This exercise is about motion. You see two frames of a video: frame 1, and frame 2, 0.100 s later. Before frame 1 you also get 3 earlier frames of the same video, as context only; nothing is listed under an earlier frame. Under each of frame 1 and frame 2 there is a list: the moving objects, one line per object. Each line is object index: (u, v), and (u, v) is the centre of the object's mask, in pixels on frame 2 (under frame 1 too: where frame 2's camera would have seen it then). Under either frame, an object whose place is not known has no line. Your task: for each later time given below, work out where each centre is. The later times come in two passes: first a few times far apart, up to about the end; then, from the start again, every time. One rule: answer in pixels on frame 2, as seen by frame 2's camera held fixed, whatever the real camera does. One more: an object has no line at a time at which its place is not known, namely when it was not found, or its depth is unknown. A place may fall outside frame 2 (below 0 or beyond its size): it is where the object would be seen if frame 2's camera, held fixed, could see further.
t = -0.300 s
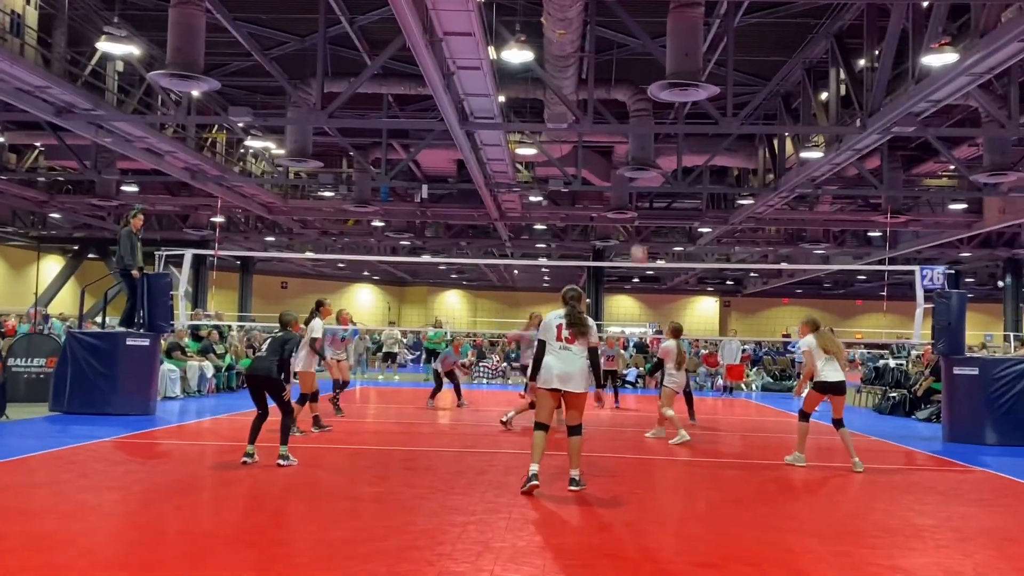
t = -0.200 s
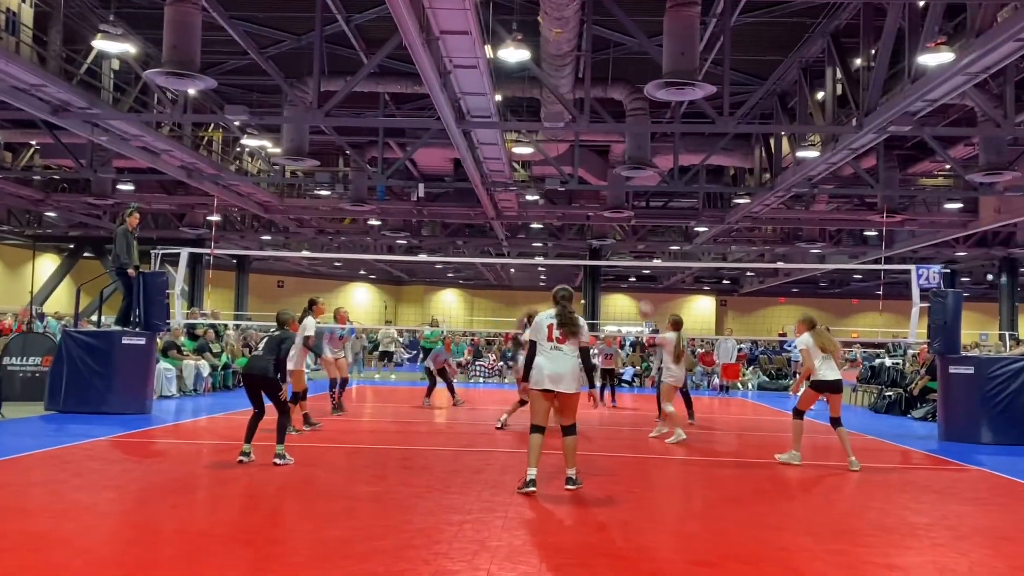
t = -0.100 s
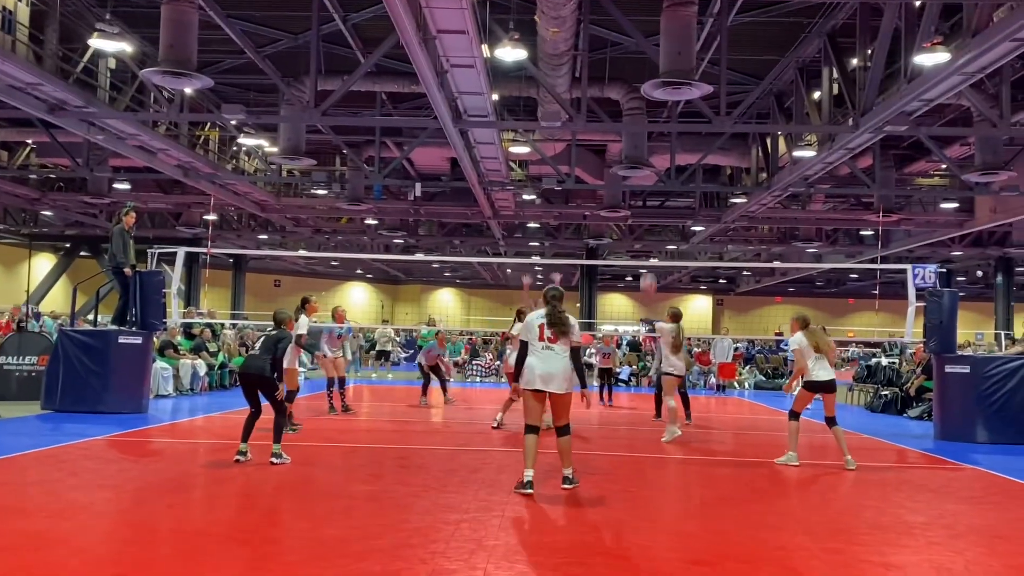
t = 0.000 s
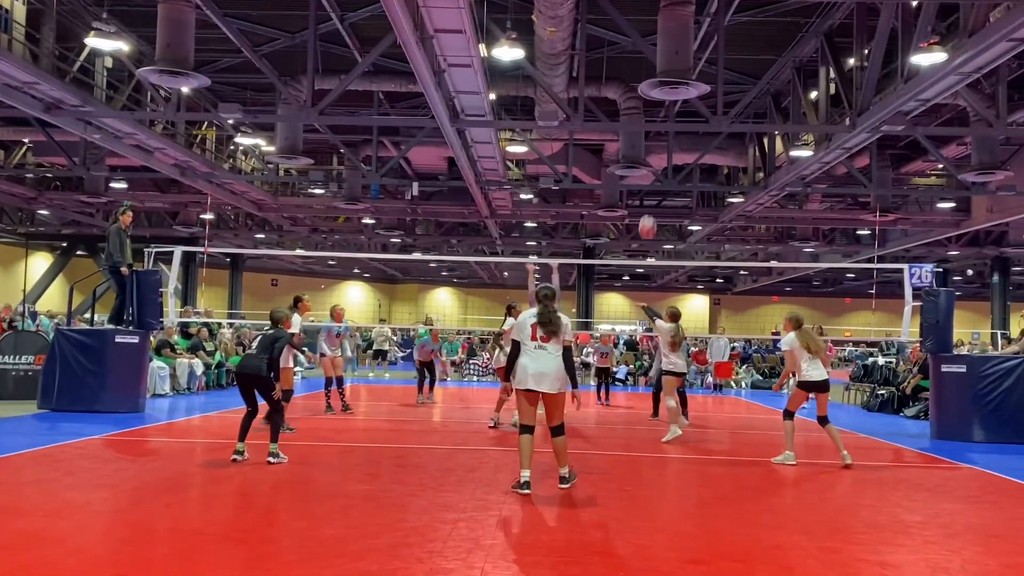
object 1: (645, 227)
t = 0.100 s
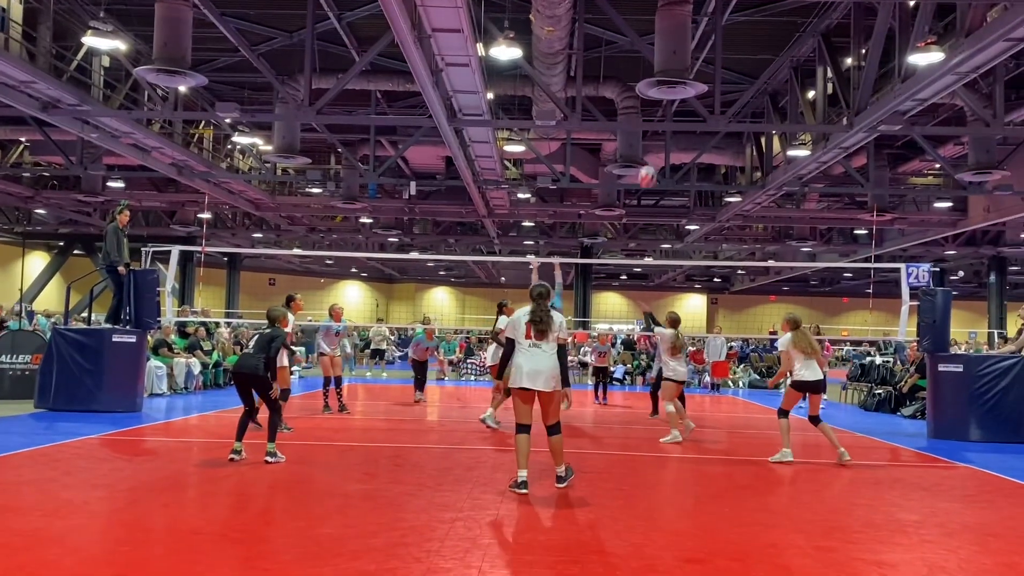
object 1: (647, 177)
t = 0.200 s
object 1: (650, 136)
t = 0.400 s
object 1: (654, 77)
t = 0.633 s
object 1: (659, 48)
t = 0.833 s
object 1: (661, 60)
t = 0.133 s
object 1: (647, 162)
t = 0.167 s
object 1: (649, 148)
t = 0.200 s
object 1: (650, 136)
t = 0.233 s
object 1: (651, 124)
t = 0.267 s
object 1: (651, 113)
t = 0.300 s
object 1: (652, 102)
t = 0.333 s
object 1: (653, 93)
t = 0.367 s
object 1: (654, 83)
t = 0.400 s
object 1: (654, 77)
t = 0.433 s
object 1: (656, 70)
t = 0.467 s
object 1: (656, 64)
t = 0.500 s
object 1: (657, 59)
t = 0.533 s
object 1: (657, 55)
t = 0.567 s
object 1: (658, 52)
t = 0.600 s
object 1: (658, 50)
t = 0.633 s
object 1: (659, 48)
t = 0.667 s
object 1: (659, 47)
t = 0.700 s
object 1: (660, 48)
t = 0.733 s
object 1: (660, 50)
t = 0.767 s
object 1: (660, 52)
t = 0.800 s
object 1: (661, 55)
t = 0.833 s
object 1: (661, 60)
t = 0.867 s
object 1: (661, 65)
